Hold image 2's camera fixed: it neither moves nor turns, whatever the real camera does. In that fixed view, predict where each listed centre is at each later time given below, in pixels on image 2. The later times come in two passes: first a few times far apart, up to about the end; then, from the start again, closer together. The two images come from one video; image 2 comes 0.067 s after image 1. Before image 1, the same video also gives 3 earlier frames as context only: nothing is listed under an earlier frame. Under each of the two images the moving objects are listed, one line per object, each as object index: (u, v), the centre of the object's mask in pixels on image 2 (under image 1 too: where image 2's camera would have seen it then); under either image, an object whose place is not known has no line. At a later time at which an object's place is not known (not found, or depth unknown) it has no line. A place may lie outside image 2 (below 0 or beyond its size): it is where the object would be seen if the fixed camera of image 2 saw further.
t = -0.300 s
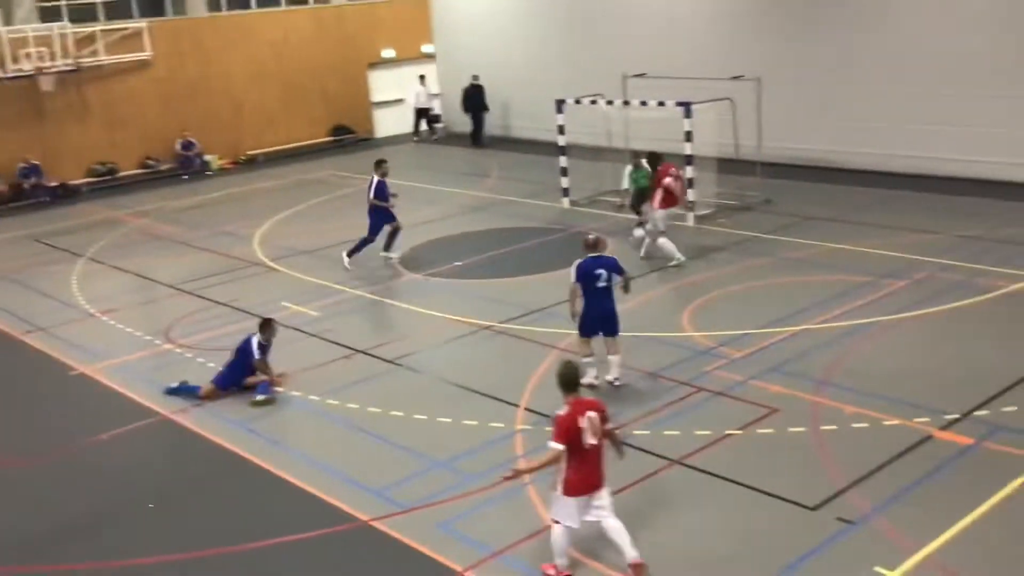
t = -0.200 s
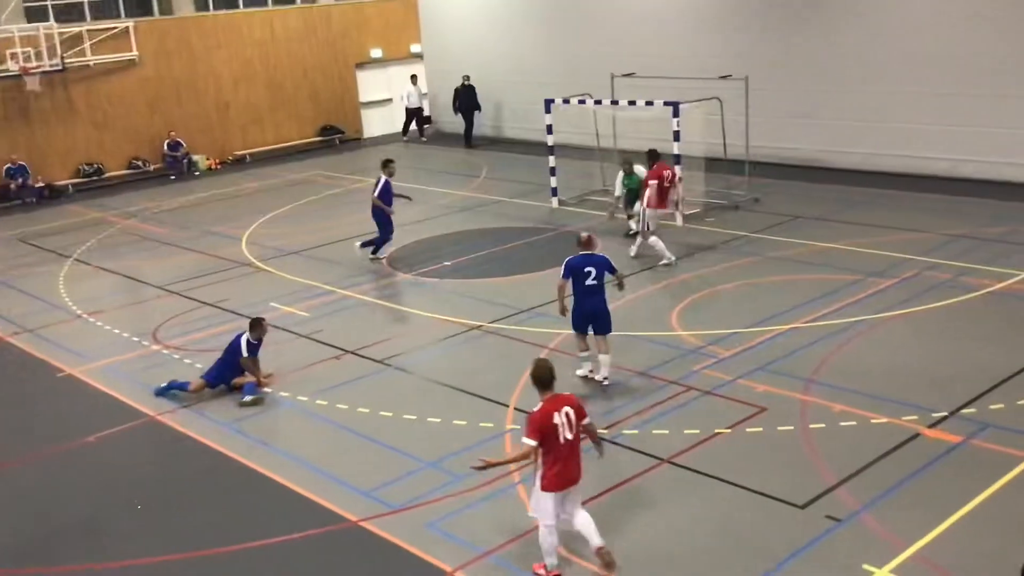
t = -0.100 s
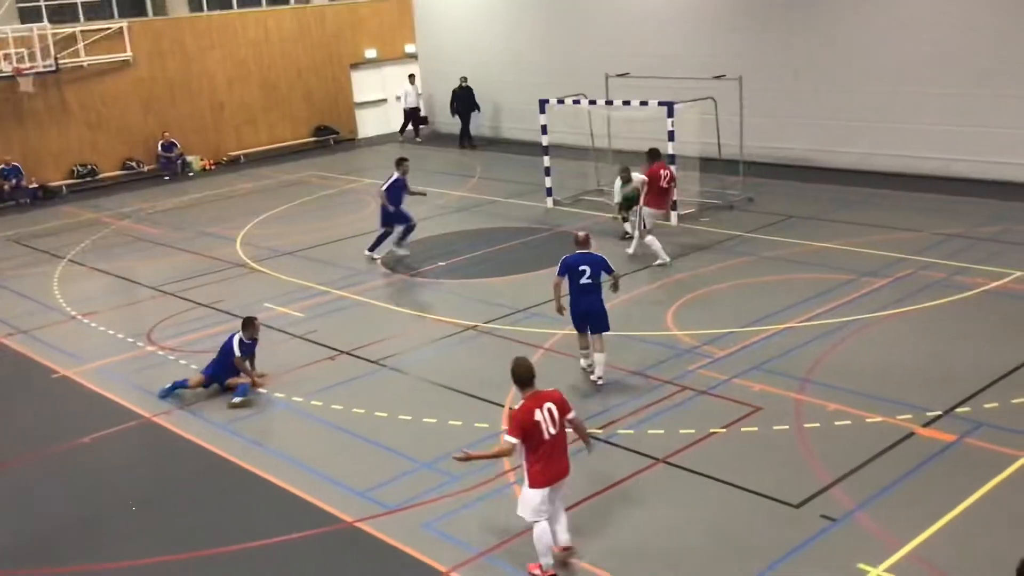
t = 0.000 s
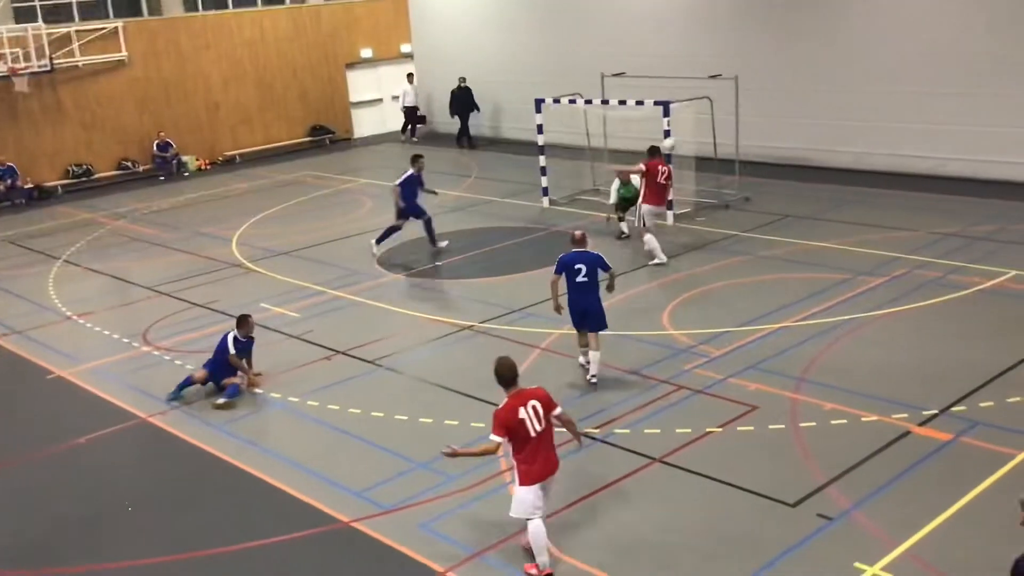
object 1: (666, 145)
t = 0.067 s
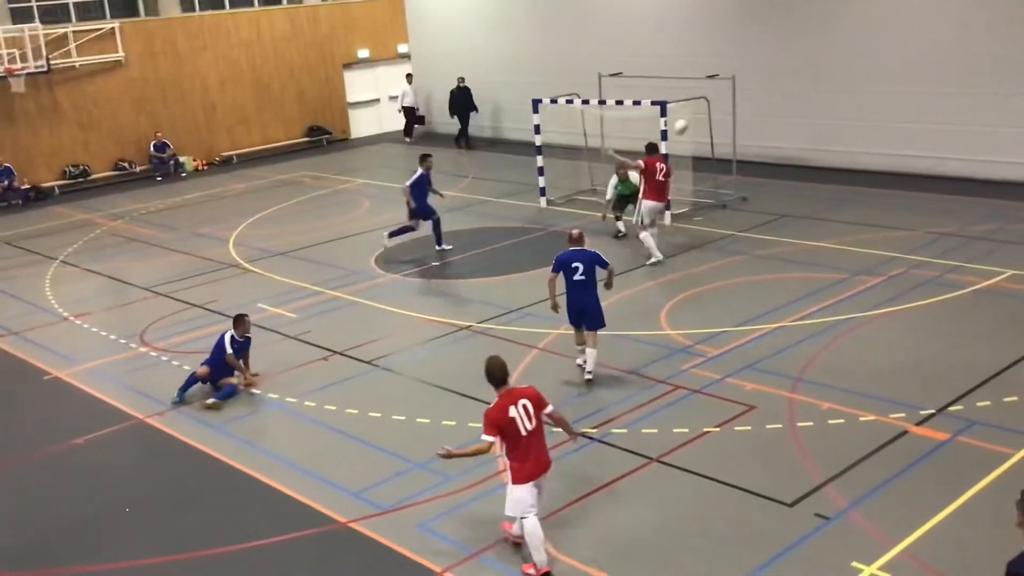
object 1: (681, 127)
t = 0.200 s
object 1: (713, 96)
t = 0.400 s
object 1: (771, 67)
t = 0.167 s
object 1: (705, 103)
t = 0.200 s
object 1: (713, 96)
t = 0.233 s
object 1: (723, 89)
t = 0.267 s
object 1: (732, 84)
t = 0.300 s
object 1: (742, 78)
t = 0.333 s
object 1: (752, 74)
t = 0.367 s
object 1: (761, 70)
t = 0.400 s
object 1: (771, 67)
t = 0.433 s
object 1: (782, 64)
